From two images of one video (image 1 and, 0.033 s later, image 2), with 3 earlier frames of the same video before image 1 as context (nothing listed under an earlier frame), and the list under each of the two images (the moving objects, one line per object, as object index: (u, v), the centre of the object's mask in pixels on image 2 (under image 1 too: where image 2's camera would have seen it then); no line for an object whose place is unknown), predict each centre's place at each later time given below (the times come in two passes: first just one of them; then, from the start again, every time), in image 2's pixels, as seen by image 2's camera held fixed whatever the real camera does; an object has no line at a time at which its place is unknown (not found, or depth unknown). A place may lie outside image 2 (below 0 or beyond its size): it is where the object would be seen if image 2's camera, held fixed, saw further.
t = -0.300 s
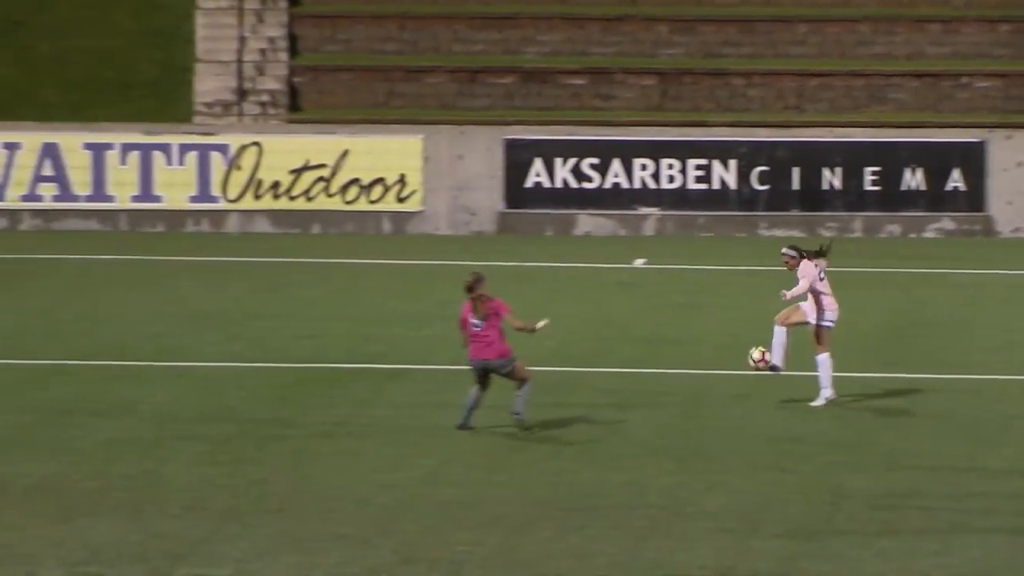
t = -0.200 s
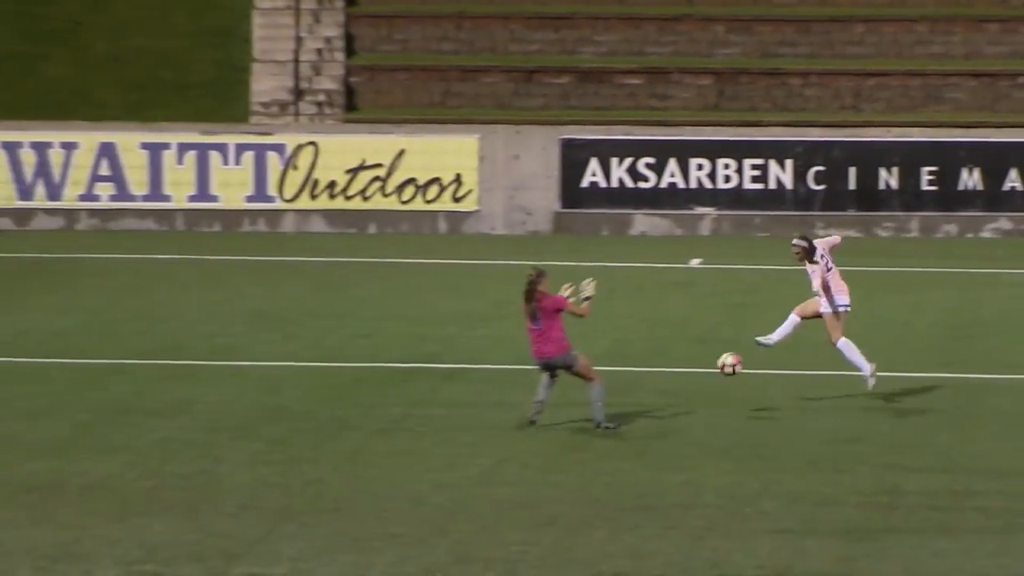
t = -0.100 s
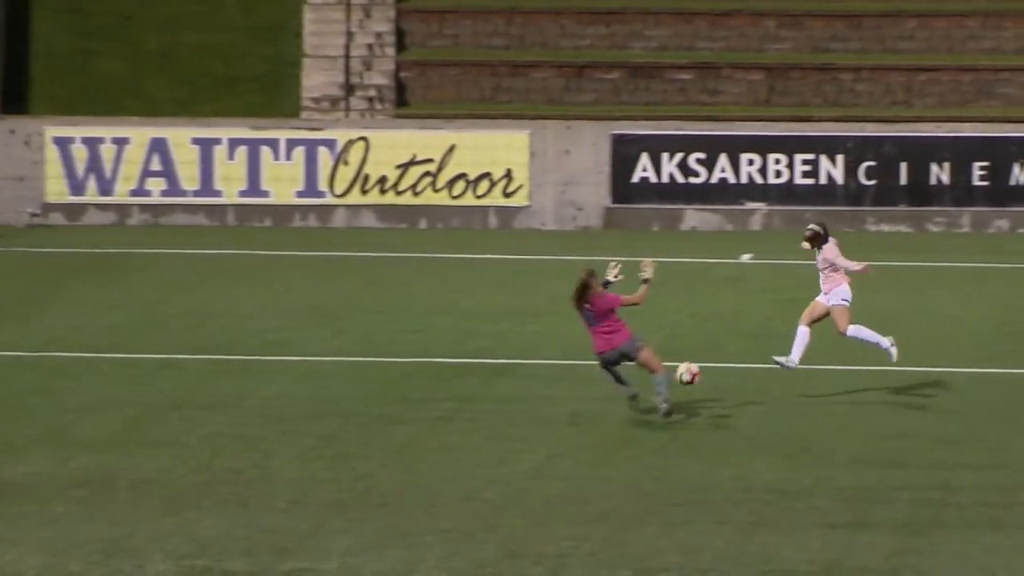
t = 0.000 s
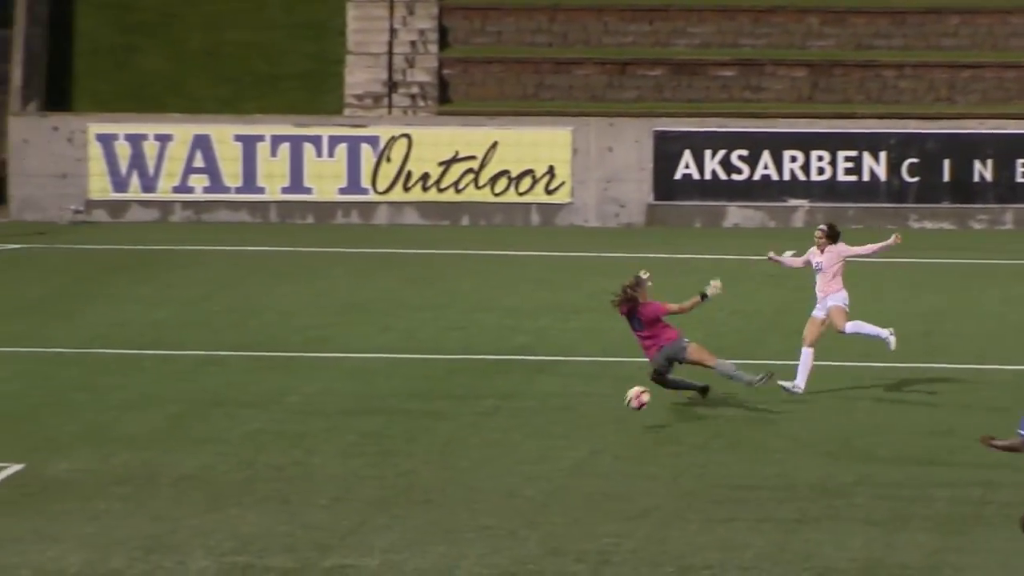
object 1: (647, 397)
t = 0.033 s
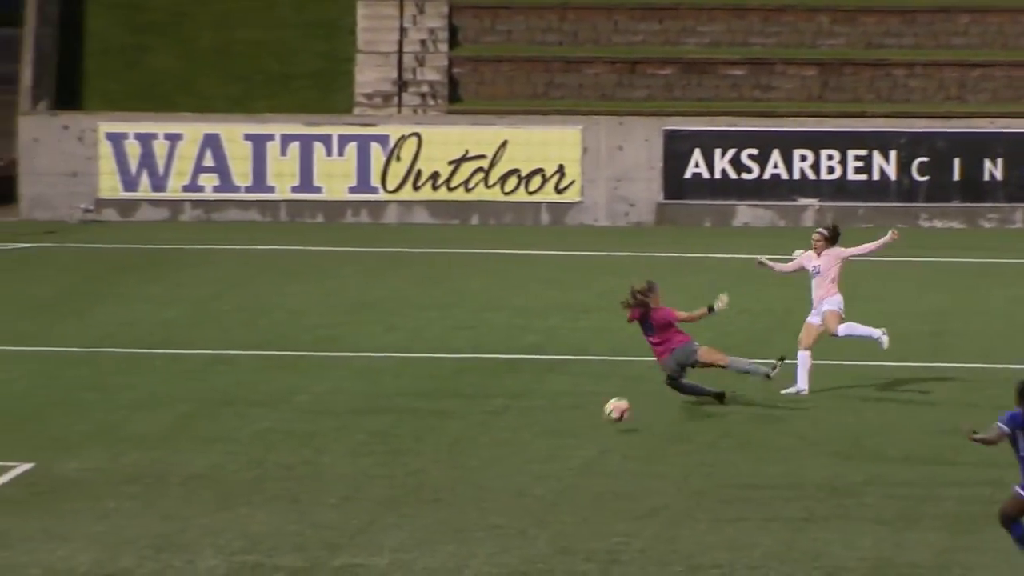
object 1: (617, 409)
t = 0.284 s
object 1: (416, 417)
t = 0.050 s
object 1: (601, 415)
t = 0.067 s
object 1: (586, 424)
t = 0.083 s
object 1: (572, 426)
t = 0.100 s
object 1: (558, 422)
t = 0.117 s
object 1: (545, 420)
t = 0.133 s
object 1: (532, 418)
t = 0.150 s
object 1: (519, 417)
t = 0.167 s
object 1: (506, 416)
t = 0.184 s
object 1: (493, 415)
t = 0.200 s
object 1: (479, 414)
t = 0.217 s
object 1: (467, 413)
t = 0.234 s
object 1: (454, 413)
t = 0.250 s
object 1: (441, 415)
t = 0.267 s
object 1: (429, 415)
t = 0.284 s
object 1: (416, 417)
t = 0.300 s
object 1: (403, 418)
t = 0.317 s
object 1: (391, 420)
